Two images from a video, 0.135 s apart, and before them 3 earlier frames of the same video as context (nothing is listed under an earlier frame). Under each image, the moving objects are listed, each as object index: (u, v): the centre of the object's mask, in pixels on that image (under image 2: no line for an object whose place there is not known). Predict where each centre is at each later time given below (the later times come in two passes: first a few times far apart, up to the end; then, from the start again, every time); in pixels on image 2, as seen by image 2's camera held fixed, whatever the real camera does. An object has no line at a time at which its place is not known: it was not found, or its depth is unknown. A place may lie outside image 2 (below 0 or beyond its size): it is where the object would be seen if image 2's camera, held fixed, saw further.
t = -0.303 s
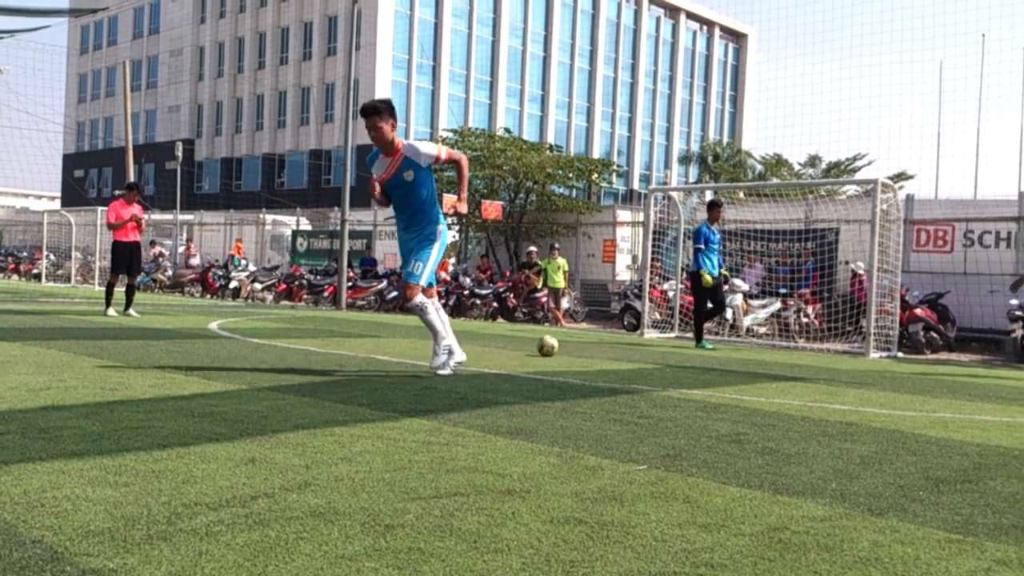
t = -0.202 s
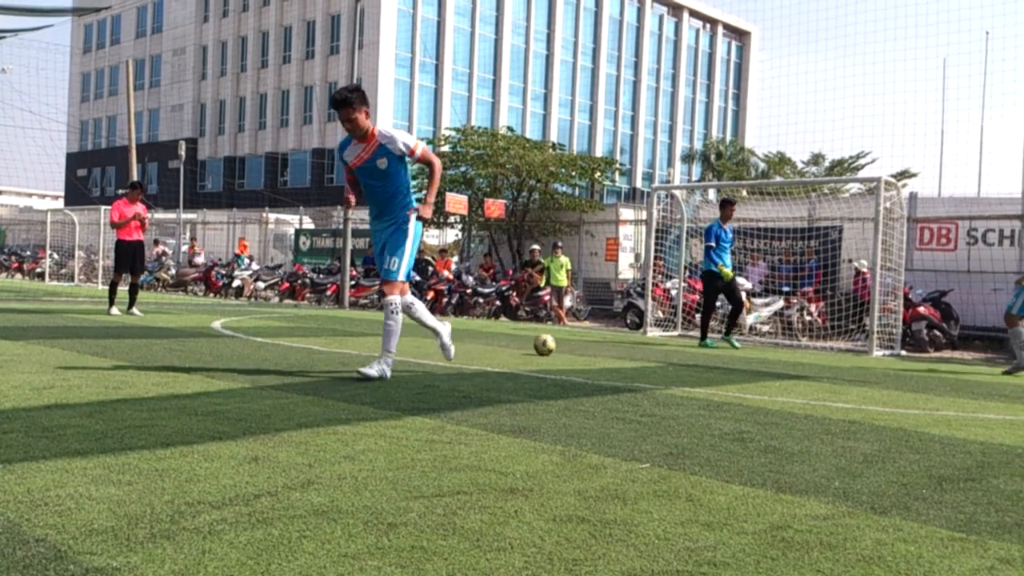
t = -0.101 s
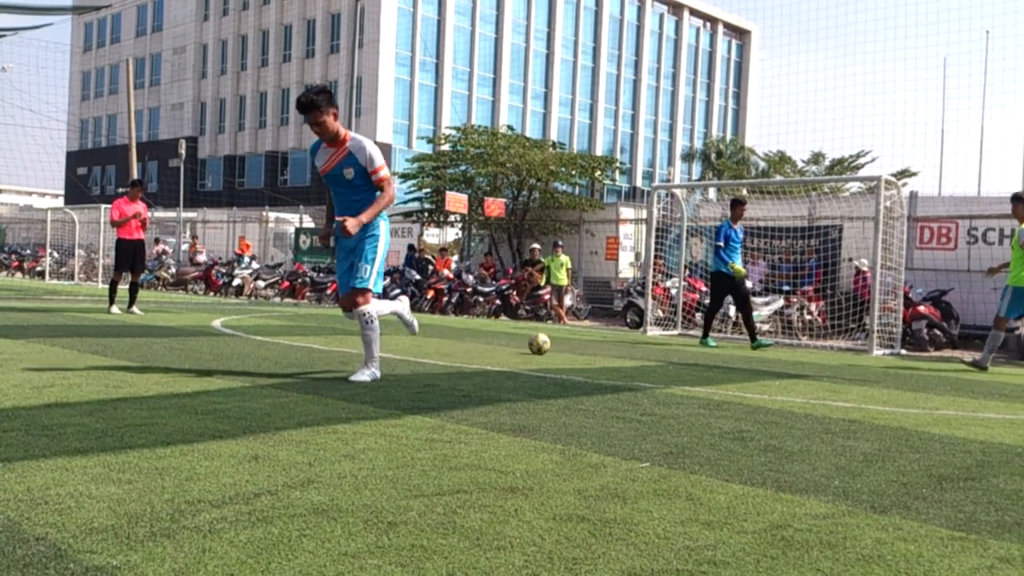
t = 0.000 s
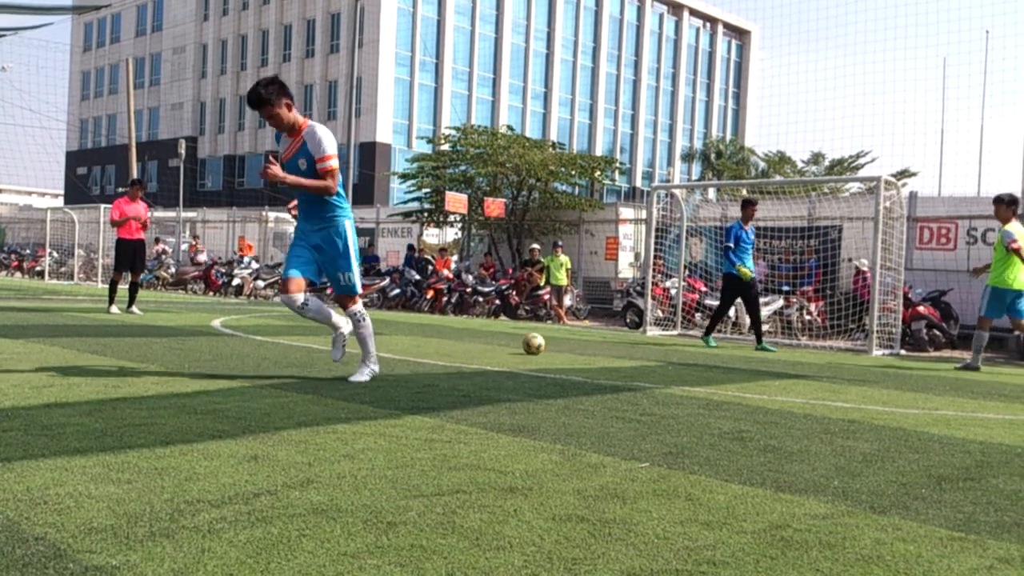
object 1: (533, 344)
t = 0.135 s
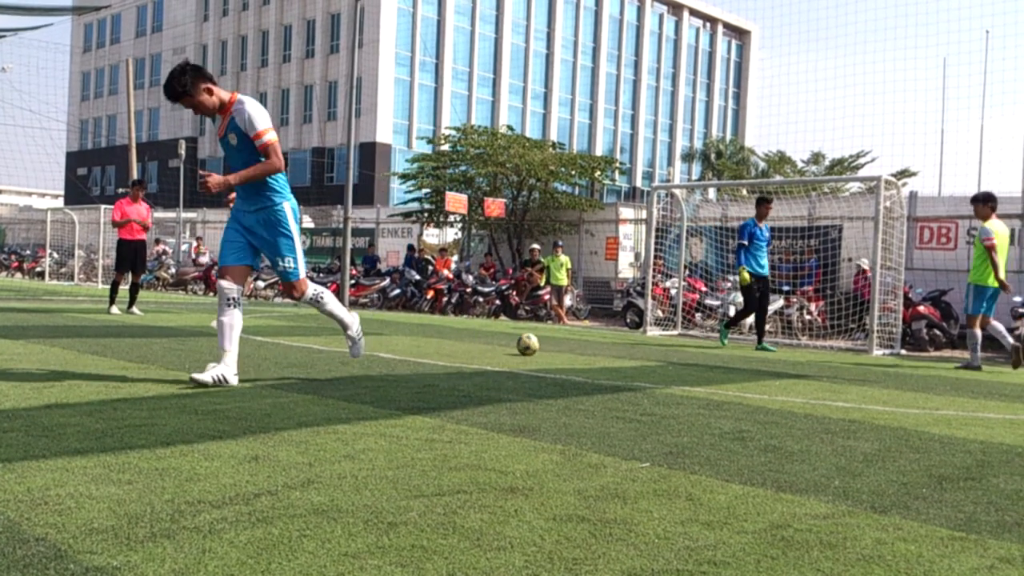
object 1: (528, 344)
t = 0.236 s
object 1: (523, 345)
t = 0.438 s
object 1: (514, 345)
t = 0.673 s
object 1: (505, 345)
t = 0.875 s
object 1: (498, 346)
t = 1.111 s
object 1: (491, 347)
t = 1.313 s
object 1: (485, 347)
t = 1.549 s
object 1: (479, 347)
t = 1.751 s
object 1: (475, 347)
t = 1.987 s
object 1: (472, 347)
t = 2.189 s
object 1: (470, 348)
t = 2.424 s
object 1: (468, 348)
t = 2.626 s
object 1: (468, 348)
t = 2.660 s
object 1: (468, 348)
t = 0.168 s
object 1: (526, 344)
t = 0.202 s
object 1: (524, 345)
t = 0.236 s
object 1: (523, 345)
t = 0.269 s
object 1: (521, 345)
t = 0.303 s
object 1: (520, 345)
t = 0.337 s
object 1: (518, 345)
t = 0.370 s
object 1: (517, 345)
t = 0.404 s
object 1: (516, 345)
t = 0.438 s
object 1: (514, 345)
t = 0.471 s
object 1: (513, 345)
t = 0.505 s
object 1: (511, 345)
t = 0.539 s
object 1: (510, 345)
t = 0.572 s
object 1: (509, 345)
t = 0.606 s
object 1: (507, 345)
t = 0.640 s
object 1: (506, 346)
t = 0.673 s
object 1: (505, 345)
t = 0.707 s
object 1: (503, 345)
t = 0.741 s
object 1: (502, 346)
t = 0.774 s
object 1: (501, 345)
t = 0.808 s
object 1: (500, 346)
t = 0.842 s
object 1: (499, 346)
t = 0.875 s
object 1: (498, 346)
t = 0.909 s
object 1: (496, 346)
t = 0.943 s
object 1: (495, 346)
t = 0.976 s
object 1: (495, 346)
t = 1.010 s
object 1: (494, 346)
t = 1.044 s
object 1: (493, 346)
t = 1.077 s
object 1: (492, 347)
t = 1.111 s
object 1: (491, 347)
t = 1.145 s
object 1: (490, 347)
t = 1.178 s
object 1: (489, 347)
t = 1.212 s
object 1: (488, 347)
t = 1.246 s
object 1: (487, 347)
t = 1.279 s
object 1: (486, 347)
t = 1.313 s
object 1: (485, 347)
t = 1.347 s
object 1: (484, 347)
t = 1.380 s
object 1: (483, 347)
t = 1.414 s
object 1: (482, 347)
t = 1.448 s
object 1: (481, 347)
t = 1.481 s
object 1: (480, 347)
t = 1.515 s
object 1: (479, 347)
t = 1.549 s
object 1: (479, 347)
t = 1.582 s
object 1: (478, 347)
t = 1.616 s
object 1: (477, 347)
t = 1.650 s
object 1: (477, 347)
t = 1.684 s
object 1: (476, 347)
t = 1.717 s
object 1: (475, 347)
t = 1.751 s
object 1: (475, 347)
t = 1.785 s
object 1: (474, 347)
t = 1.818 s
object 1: (474, 347)
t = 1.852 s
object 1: (474, 347)
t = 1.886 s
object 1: (474, 347)
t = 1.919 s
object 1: (473, 347)
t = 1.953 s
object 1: (473, 347)
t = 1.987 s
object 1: (472, 347)
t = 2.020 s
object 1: (472, 347)
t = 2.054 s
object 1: (471, 347)
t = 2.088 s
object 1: (471, 347)
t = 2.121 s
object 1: (470, 347)
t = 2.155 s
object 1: (470, 348)
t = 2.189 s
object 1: (470, 348)
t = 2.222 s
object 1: (470, 348)
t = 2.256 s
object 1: (469, 348)
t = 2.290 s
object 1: (469, 348)
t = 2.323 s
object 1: (469, 348)
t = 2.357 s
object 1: (468, 347)
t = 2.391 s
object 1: (468, 348)
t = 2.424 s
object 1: (468, 348)
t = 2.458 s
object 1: (468, 348)
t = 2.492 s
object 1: (468, 348)
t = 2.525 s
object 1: (468, 348)
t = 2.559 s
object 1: (468, 348)
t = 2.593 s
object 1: (468, 348)
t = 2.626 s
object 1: (468, 348)
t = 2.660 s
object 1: (468, 348)
